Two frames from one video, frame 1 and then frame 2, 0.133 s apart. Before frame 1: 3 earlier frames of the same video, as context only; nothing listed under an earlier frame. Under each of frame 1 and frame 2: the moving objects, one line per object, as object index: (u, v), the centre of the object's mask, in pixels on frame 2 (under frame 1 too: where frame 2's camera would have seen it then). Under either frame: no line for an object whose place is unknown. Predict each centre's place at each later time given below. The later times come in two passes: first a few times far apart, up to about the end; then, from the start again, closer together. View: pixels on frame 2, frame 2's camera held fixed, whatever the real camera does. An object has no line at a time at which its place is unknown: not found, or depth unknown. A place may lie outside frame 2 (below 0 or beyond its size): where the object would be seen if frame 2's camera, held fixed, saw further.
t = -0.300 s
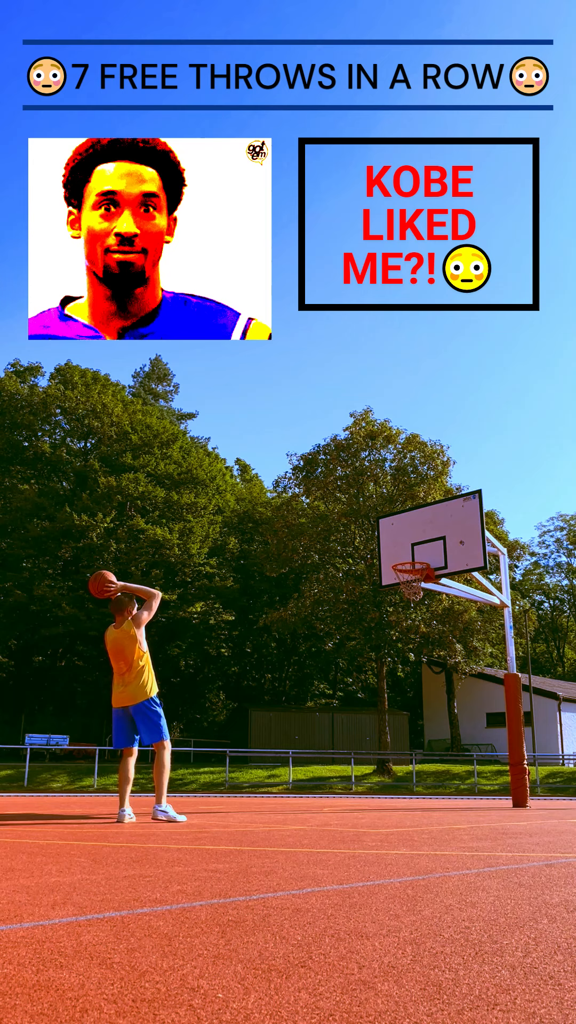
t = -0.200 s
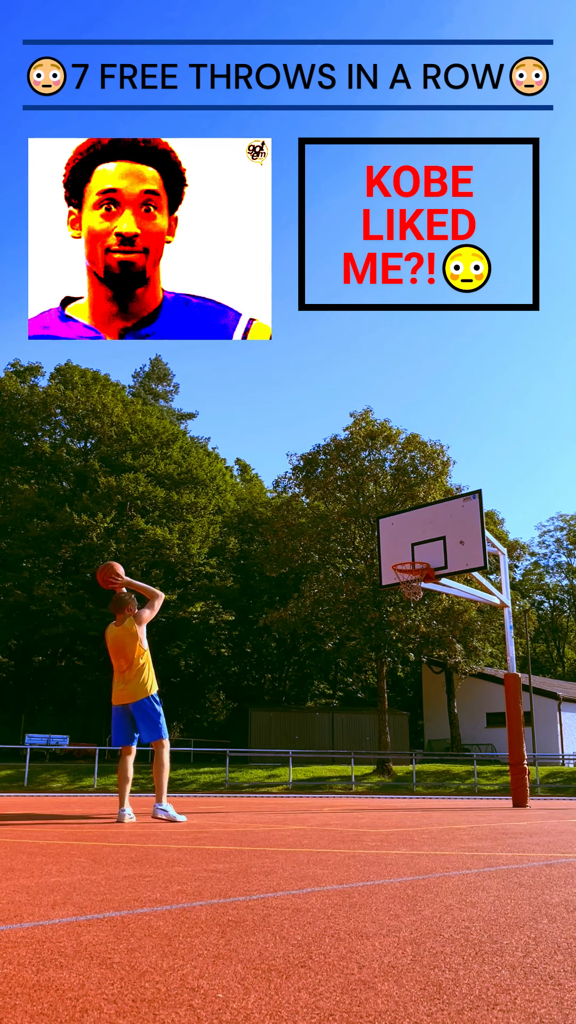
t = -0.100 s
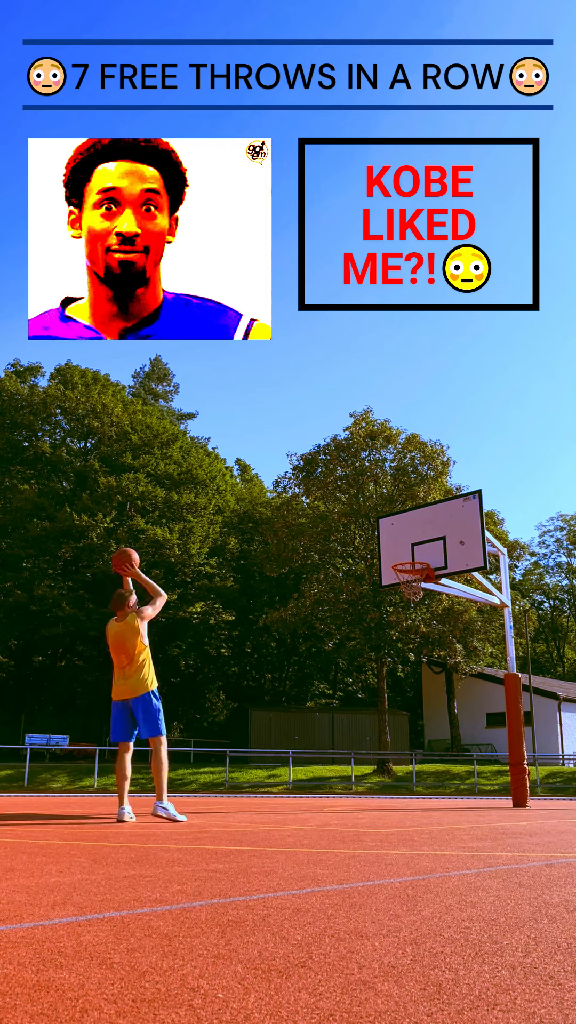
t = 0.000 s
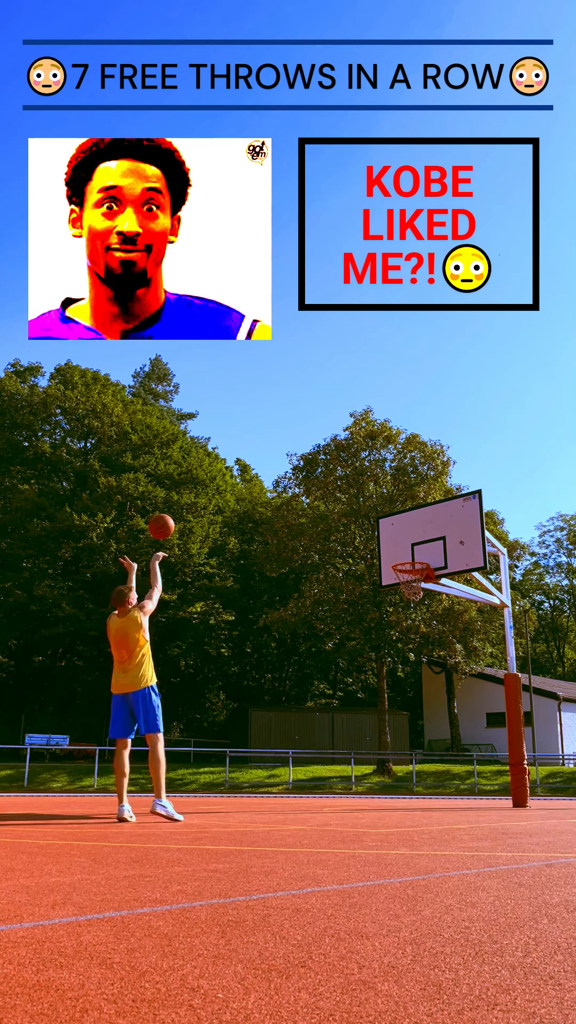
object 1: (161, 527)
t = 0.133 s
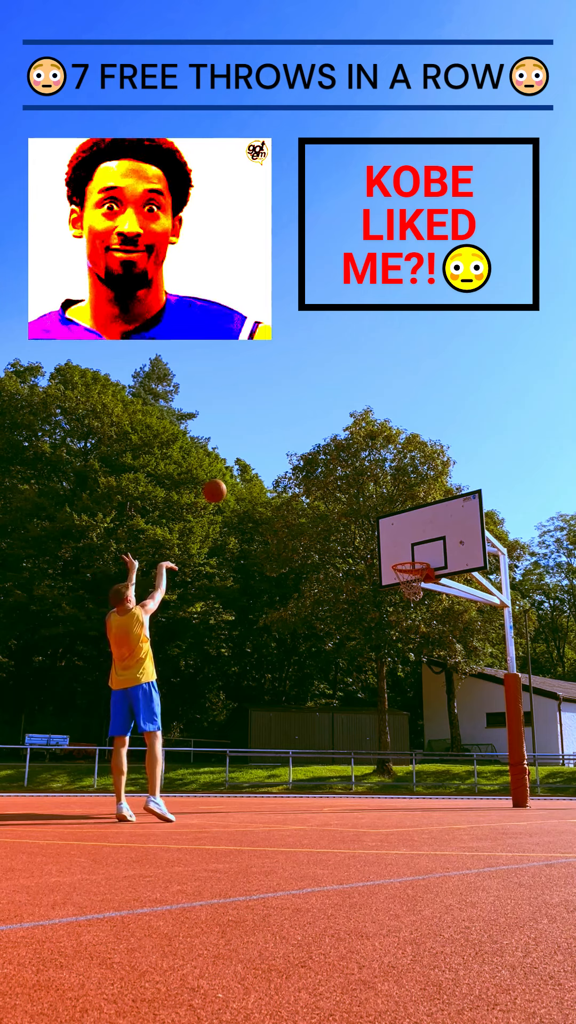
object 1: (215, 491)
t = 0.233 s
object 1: (243, 479)
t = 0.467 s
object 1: (311, 479)
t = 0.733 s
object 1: (370, 522)
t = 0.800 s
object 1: (384, 540)
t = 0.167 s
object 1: (220, 488)
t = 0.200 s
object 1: (232, 483)
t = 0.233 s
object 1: (243, 479)
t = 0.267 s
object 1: (253, 476)
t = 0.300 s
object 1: (264, 474)
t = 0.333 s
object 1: (274, 473)
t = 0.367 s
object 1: (284, 473)
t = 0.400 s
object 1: (293, 474)
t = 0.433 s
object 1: (302, 476)
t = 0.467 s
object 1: (311, 479)
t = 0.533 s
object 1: (328, 486)
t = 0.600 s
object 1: (340, 494)
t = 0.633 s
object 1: (348, 500)
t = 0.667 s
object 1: (355, 507)
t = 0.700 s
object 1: (363, 514)
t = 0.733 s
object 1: (370, 522)
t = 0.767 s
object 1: (378, 530)
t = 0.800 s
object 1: (384, 540)
